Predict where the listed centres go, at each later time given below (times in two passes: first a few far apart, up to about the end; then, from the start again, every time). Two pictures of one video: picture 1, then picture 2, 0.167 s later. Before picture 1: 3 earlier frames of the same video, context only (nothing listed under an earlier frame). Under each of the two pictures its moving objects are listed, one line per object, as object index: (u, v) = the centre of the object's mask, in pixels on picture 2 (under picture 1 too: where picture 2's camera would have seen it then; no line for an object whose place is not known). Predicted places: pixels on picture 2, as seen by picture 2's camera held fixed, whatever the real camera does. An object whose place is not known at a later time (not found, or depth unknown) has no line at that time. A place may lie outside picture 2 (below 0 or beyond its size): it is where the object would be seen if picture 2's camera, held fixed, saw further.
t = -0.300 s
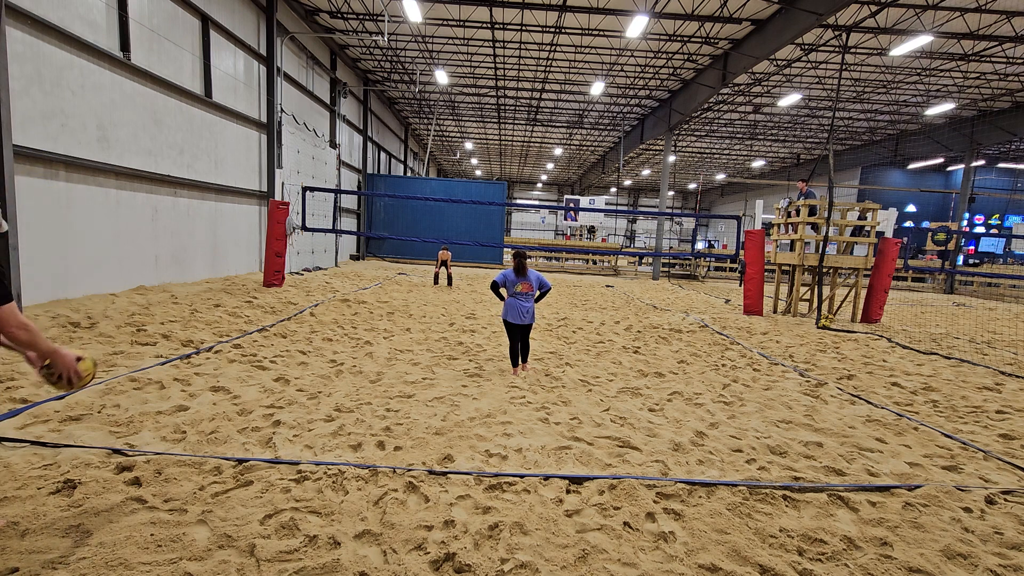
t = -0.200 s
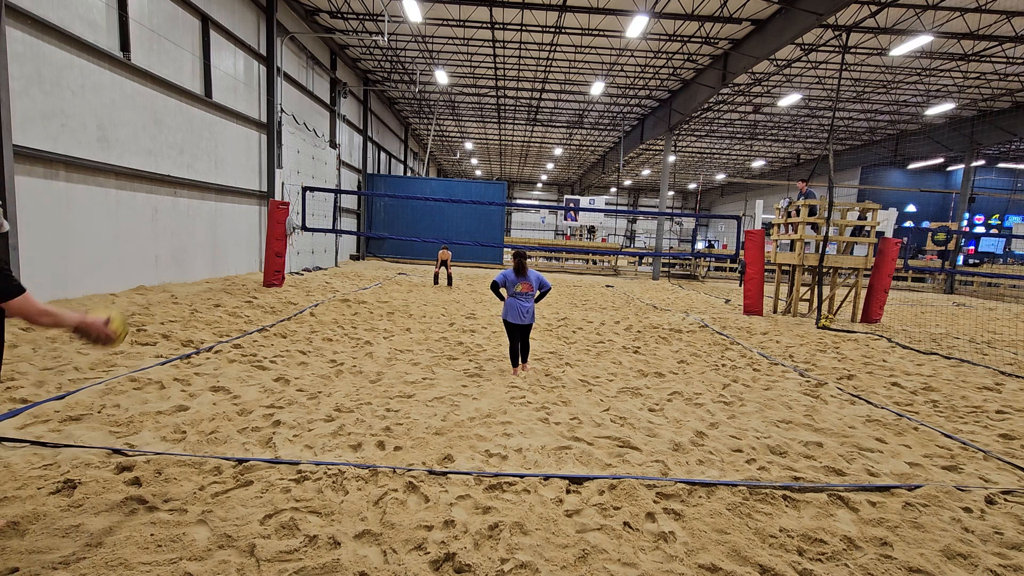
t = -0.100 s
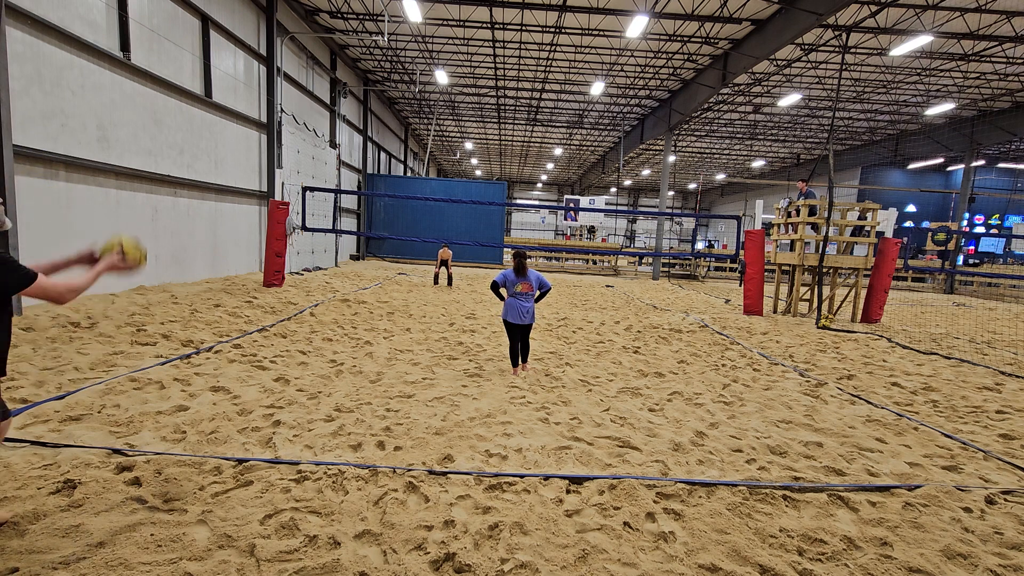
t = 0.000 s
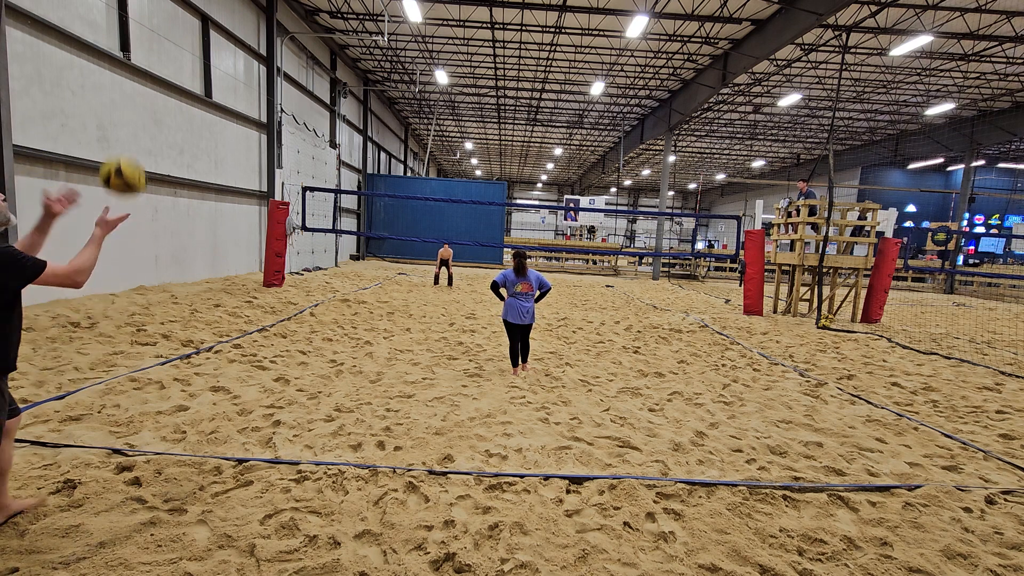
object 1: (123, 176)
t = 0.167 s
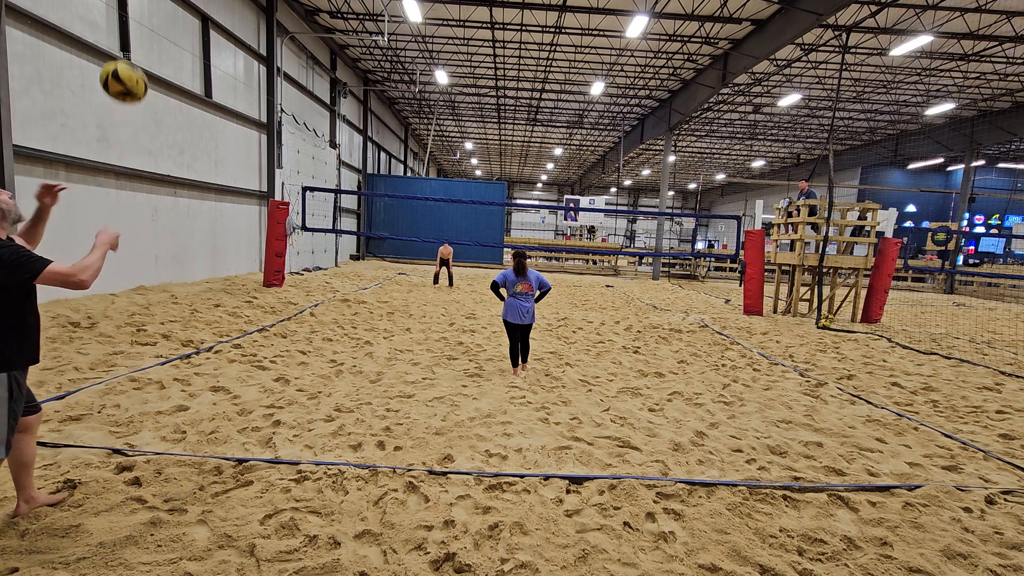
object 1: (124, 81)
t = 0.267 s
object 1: (124, 51)
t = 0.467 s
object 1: (128, 44)
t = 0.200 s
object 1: (123, 69)
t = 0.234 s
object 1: (124, 60)
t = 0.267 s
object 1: (124, 51)
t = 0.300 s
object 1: (125, 45)
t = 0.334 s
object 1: (125, 40)
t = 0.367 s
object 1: (126, 38)
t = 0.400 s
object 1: (126, 38)
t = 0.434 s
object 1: (127, 39)
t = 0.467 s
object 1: (128, 44)
